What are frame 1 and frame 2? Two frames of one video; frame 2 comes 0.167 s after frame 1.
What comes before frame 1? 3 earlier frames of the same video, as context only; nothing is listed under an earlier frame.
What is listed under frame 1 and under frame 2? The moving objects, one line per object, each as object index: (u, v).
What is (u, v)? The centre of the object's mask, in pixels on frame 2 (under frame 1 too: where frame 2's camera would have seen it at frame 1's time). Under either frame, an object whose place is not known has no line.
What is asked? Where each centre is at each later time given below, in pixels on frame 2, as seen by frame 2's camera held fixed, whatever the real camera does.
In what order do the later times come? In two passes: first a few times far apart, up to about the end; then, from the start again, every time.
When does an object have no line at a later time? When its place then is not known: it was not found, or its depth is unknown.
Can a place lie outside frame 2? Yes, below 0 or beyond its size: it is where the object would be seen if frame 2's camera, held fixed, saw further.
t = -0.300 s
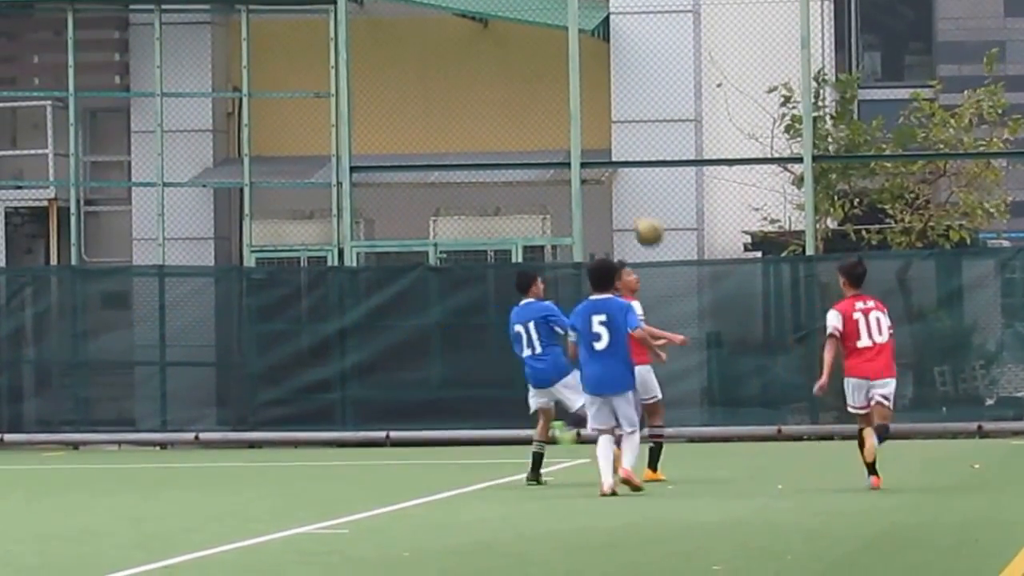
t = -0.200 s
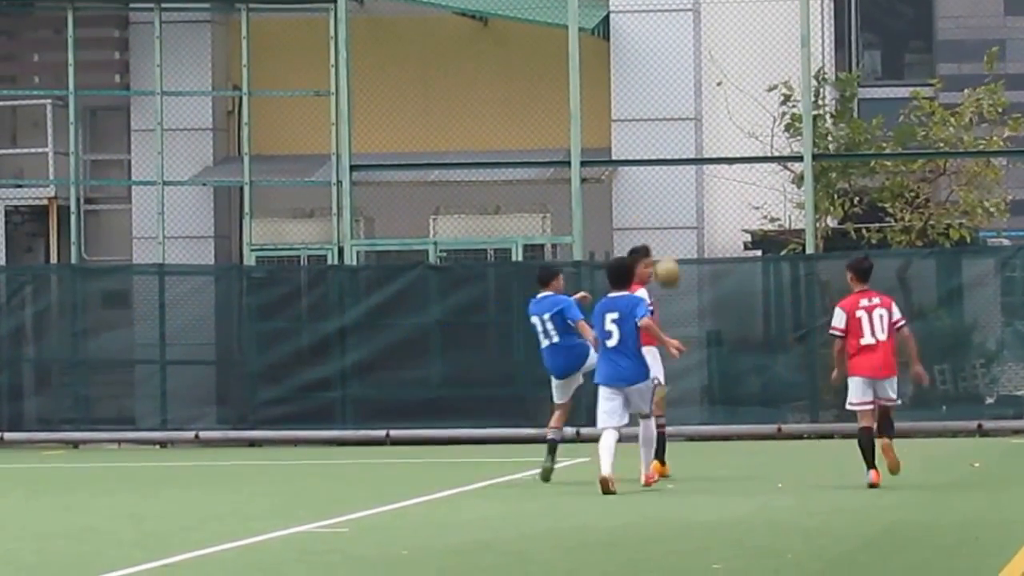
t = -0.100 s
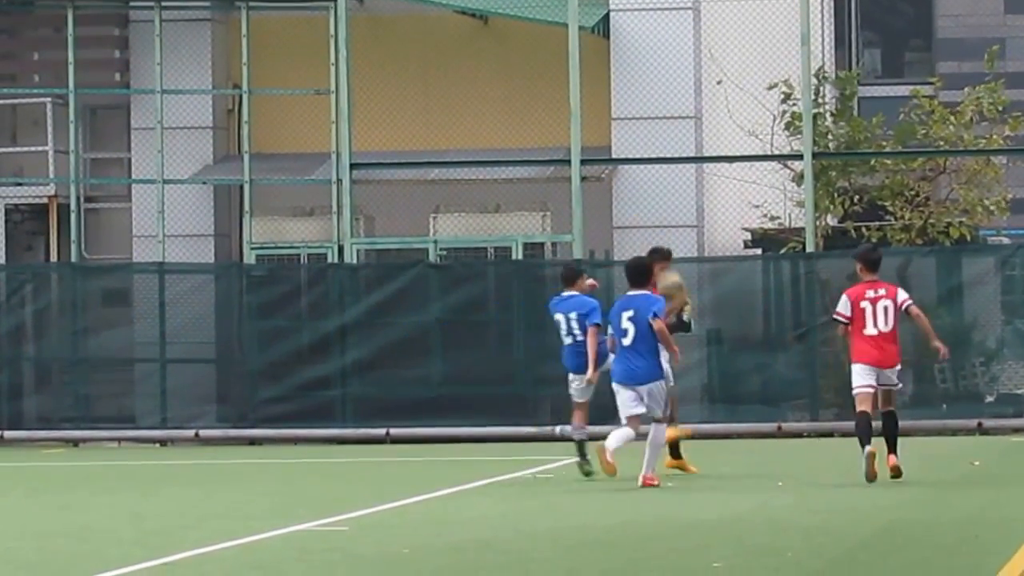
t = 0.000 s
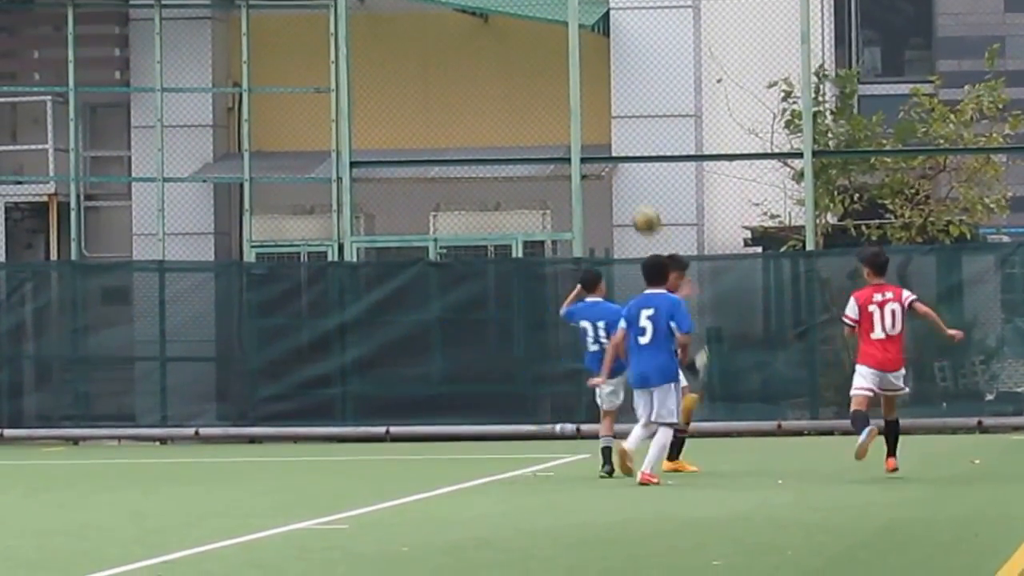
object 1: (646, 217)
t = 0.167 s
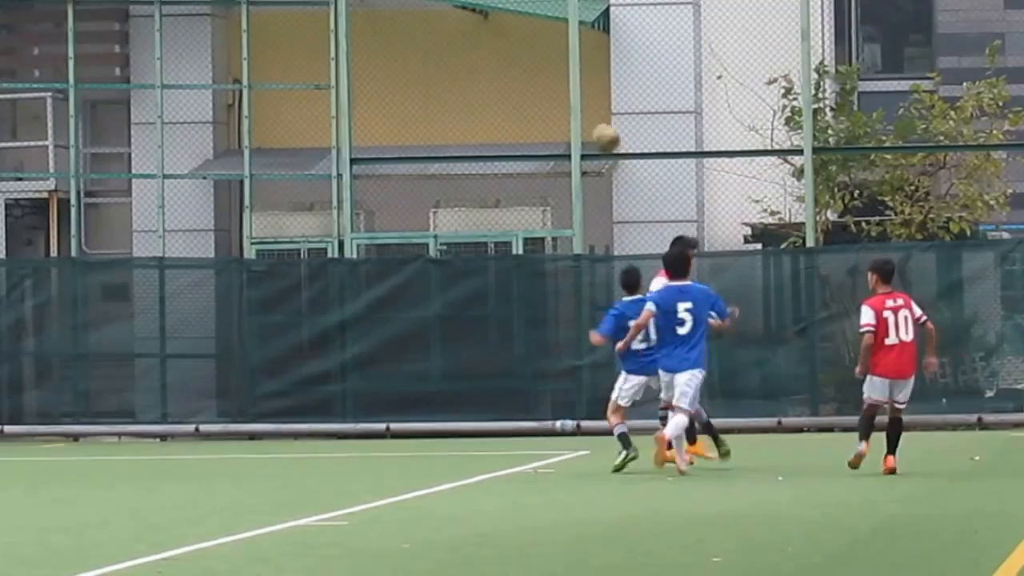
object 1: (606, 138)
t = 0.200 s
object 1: (597, 128)
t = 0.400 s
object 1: (551, 91)
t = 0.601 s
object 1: (504, 105)
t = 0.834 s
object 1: (452, 184)
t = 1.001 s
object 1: (415, 282)
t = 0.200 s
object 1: (597, 128)
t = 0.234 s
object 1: (590, 118)
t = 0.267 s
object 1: (582, 110)
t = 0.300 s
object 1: (574, 103)
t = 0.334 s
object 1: (566, 97)
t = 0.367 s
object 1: (559, 94)
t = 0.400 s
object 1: (551, 91)
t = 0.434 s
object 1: (543, 89)
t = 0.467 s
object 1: (535, 90)
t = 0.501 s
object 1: (528, 91)
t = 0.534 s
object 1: (519, 95)
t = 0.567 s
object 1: (512, 99)
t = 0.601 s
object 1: (504, 105)
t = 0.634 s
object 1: (497, 112)
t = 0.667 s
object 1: (489, 121)
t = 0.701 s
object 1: (482, 130)
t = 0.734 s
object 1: (474, 142)
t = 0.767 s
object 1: (467, 154)
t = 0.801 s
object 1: (459, 169)
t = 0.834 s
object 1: (452, 184)
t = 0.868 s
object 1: (444, 201)
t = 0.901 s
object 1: (438, 220)
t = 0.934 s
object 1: (429, 239)
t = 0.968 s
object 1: (423, 260)
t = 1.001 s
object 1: (415, 282)
